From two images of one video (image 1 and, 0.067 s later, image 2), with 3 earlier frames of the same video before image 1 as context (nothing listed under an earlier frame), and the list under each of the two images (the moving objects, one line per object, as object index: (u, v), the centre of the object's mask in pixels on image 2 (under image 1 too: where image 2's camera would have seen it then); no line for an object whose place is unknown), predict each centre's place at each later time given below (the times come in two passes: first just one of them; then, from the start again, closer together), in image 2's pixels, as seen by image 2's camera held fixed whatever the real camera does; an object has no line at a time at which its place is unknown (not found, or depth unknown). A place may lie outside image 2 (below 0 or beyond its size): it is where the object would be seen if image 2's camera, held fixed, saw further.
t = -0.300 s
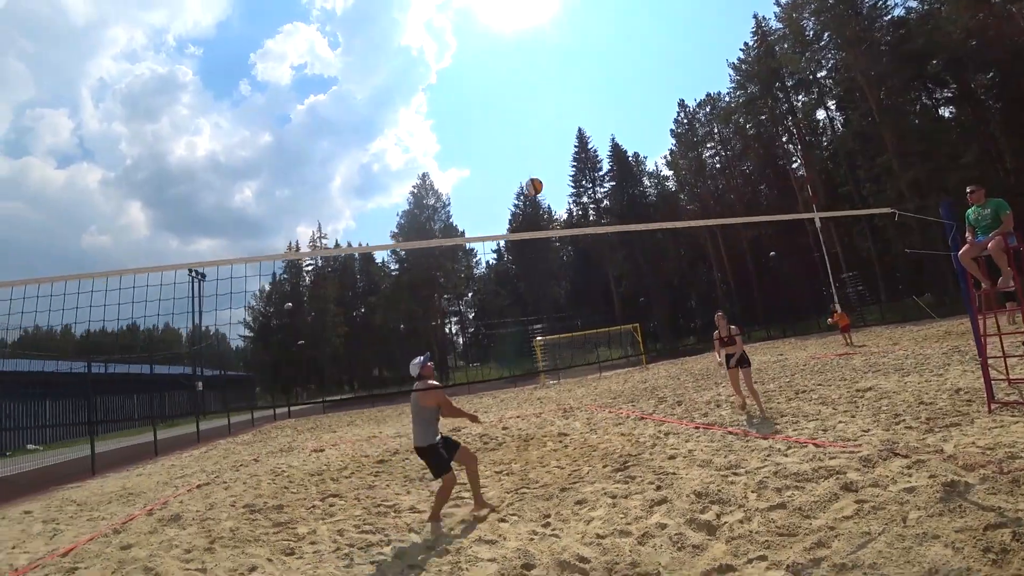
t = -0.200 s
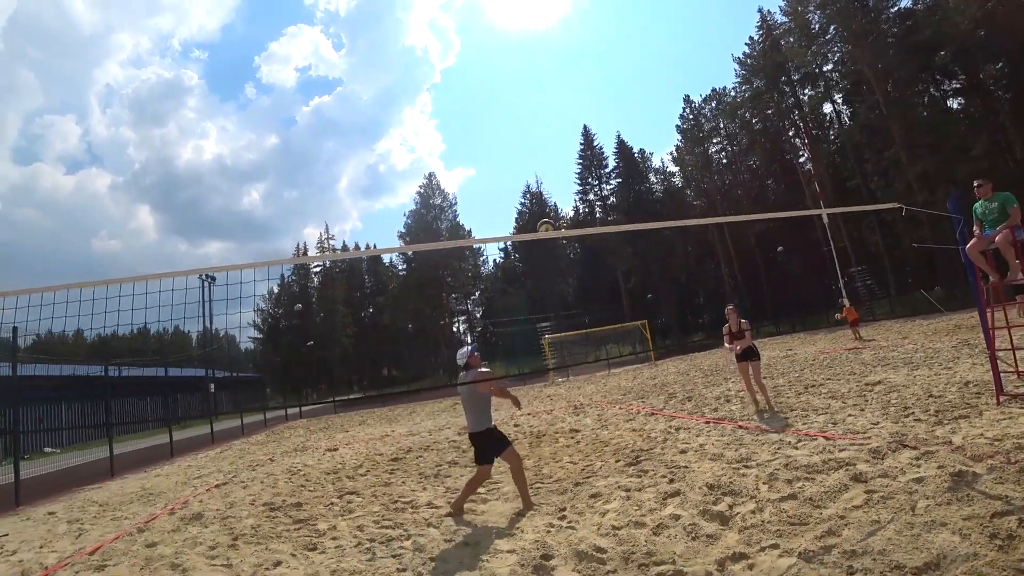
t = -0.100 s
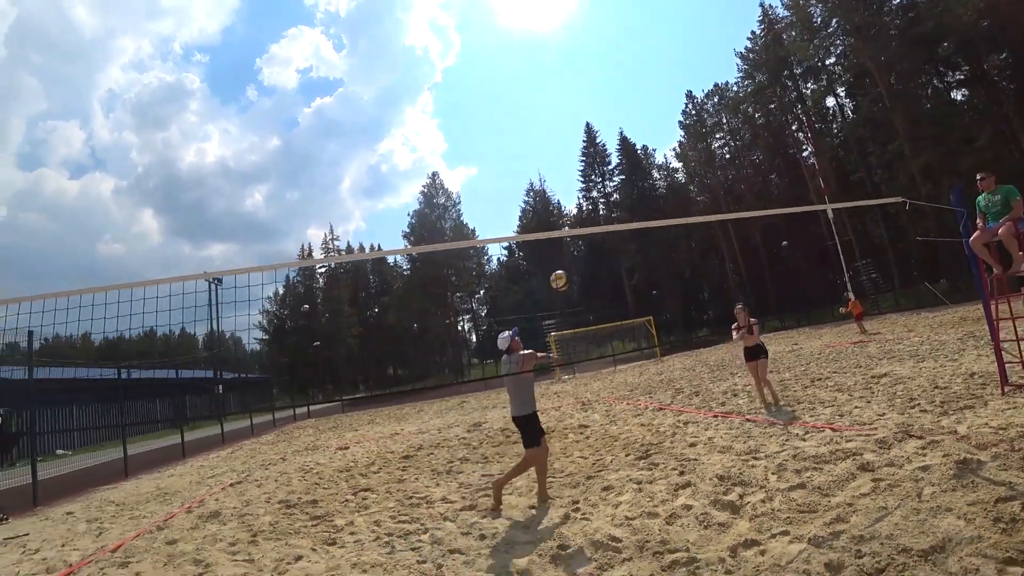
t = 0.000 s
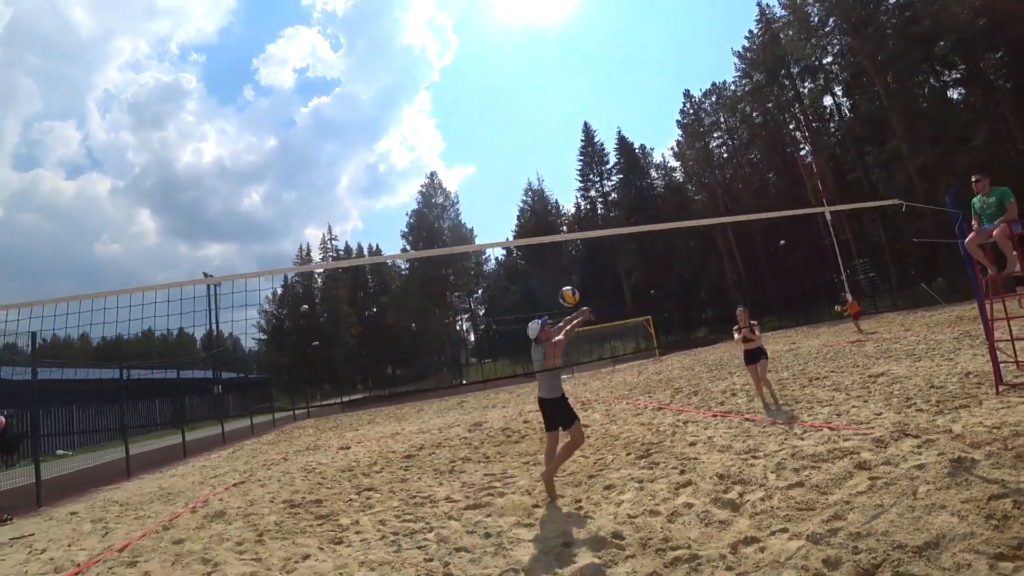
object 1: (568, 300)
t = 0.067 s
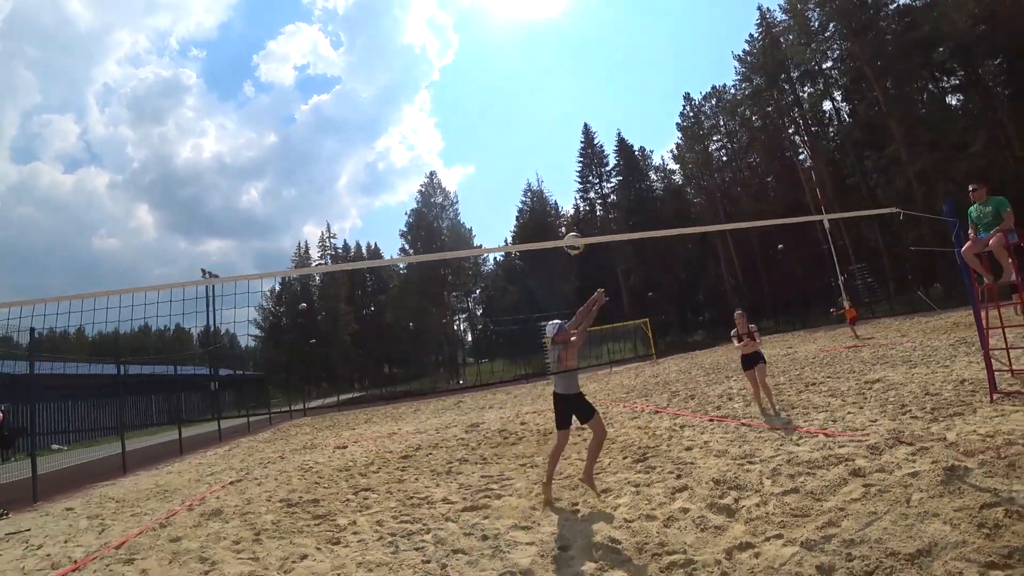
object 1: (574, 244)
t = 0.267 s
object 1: (600, 62)
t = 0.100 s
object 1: (577, 214)
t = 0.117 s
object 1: (578, 200)
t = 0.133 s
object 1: (581, 186)
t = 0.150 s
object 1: (583, 169)
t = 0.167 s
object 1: (585, 153)
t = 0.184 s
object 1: (588, 138)
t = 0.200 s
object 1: (592, 123)
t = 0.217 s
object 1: (594, 108)
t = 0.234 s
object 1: (597, 93)
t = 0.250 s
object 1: (599, 77)
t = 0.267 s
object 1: (600, 62)
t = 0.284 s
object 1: (602, 46)
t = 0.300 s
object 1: (603, 29)
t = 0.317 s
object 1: (606, 12)
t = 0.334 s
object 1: (612, -5)
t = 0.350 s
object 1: (619, -23)
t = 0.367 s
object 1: (623, -38)
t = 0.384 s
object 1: (627, -52)
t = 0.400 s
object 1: (629, -65)
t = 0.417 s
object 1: (623, -76)
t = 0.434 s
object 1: (627, -90)
